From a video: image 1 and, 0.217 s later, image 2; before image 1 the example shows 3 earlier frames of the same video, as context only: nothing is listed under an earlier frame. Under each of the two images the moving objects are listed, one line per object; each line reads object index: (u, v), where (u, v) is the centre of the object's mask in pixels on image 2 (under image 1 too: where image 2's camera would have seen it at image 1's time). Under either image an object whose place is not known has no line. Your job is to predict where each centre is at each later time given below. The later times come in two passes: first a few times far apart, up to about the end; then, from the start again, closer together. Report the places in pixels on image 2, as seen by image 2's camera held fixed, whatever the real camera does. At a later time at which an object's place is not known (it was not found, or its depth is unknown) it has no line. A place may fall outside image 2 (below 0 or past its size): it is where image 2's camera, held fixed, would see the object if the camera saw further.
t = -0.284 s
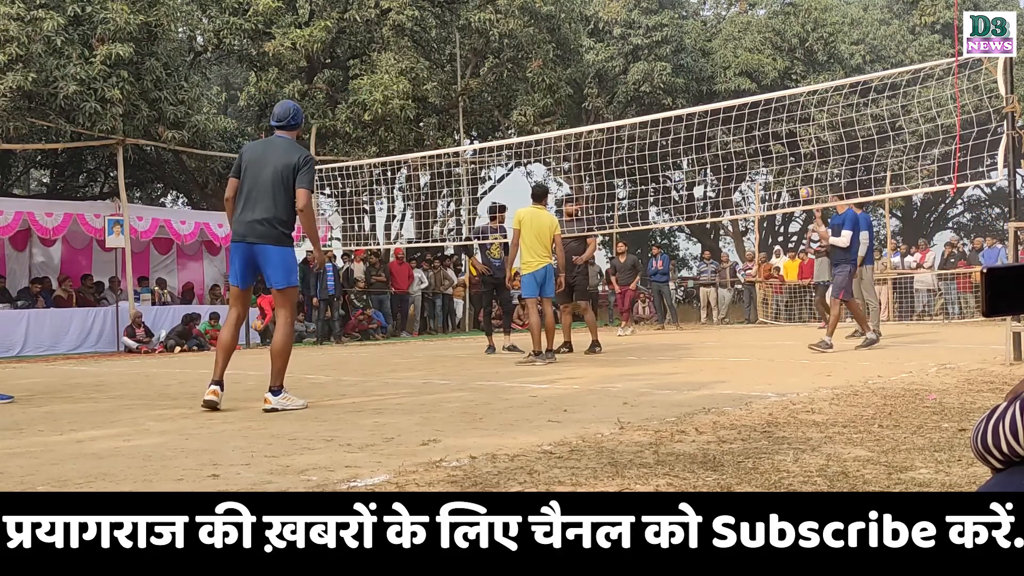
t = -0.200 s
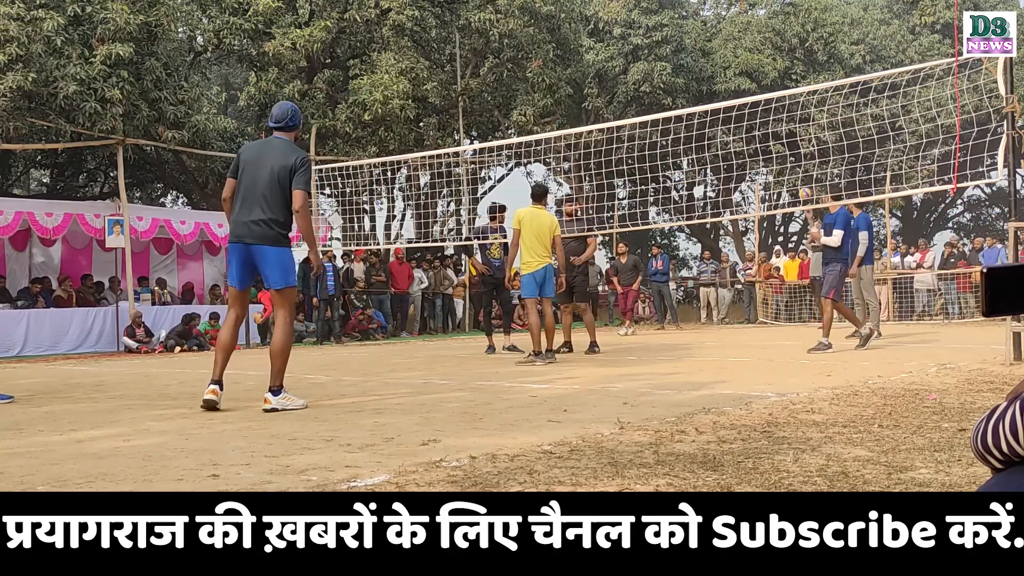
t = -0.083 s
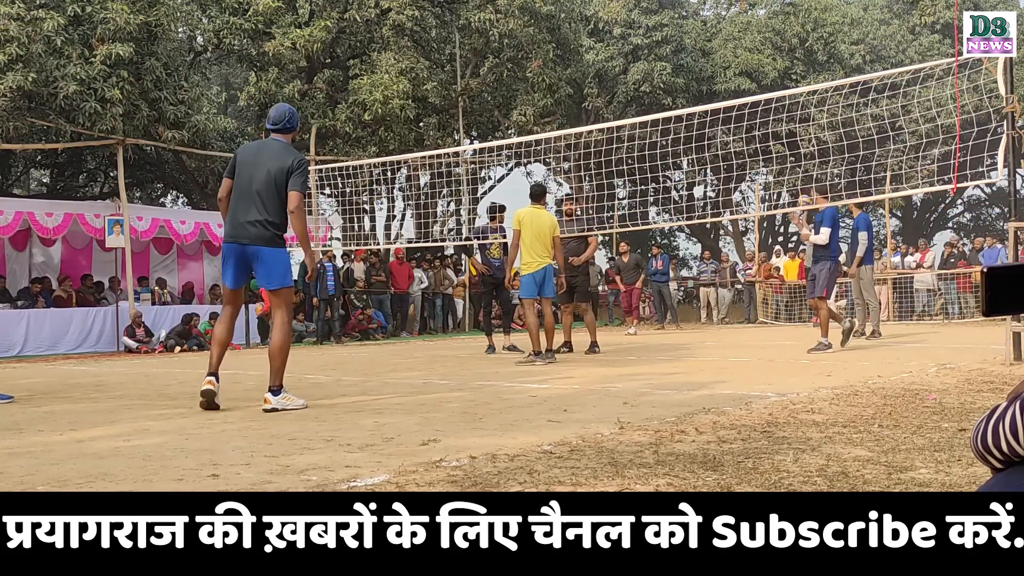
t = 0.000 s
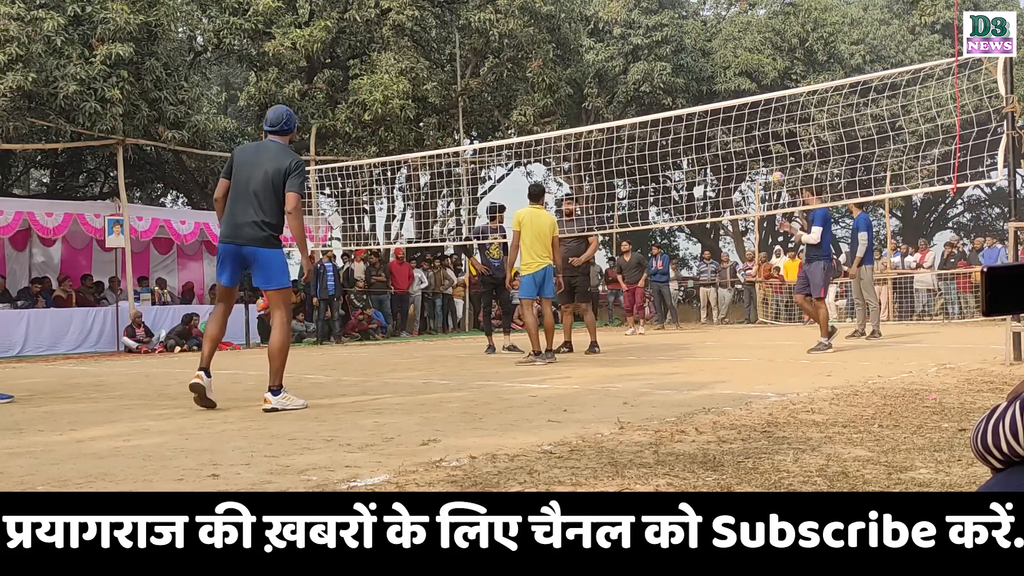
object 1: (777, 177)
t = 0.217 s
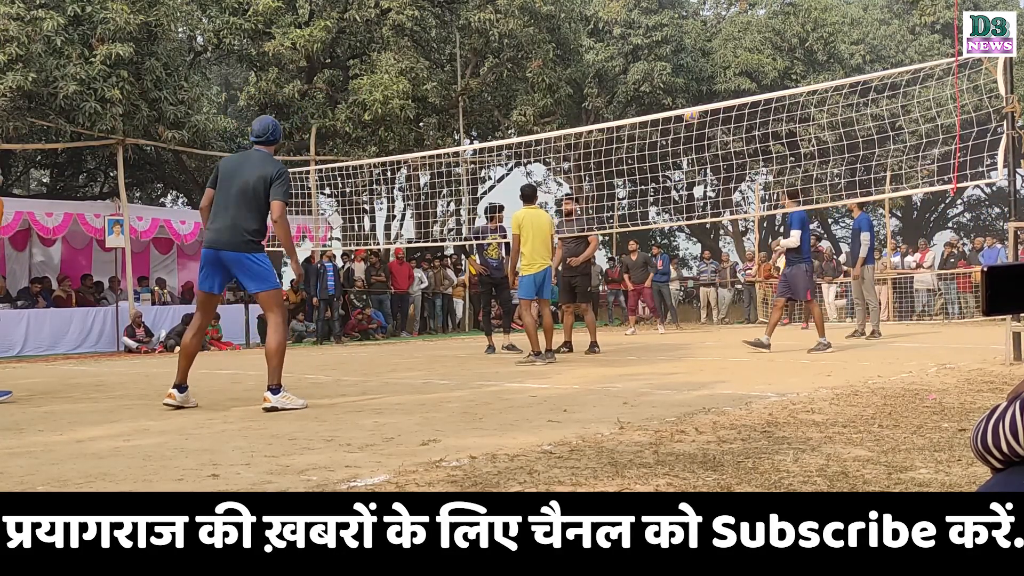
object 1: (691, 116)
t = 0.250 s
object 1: (676, 105)
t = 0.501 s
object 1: (550, 64)
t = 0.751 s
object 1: (379, 62)
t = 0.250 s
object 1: (676, 105)
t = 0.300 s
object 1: (654, 96)
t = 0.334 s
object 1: (638, 89)
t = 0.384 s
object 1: (613, 79)
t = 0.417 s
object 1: (596, 74)
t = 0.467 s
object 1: (569, 68)
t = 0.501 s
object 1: (550, 64)
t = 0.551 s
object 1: (520, 59)
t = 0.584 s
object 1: (498, 57)
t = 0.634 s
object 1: (465, 56)
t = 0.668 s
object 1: (442, 57)
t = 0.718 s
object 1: (405, 59)
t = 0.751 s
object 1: (379, 62)
